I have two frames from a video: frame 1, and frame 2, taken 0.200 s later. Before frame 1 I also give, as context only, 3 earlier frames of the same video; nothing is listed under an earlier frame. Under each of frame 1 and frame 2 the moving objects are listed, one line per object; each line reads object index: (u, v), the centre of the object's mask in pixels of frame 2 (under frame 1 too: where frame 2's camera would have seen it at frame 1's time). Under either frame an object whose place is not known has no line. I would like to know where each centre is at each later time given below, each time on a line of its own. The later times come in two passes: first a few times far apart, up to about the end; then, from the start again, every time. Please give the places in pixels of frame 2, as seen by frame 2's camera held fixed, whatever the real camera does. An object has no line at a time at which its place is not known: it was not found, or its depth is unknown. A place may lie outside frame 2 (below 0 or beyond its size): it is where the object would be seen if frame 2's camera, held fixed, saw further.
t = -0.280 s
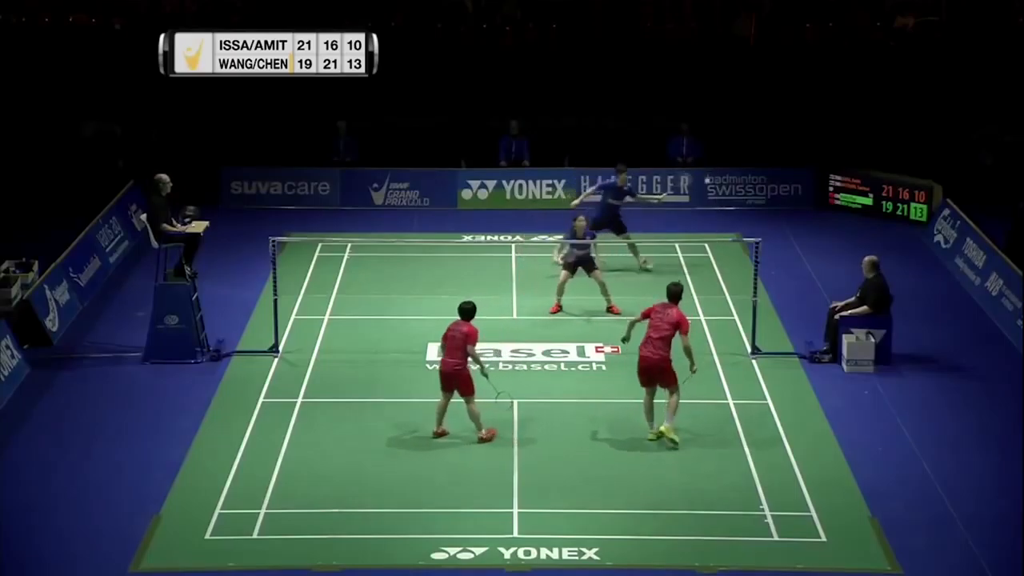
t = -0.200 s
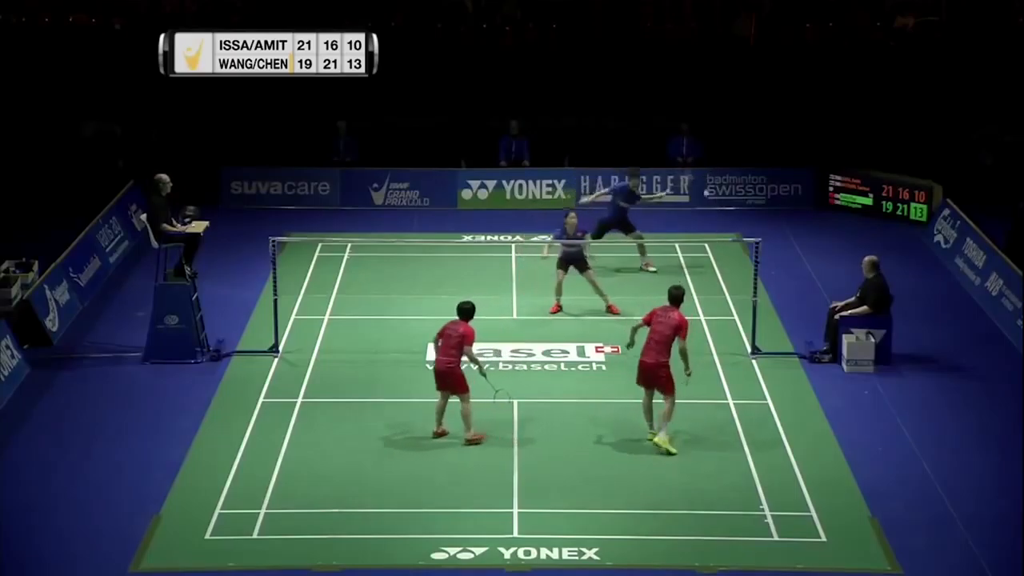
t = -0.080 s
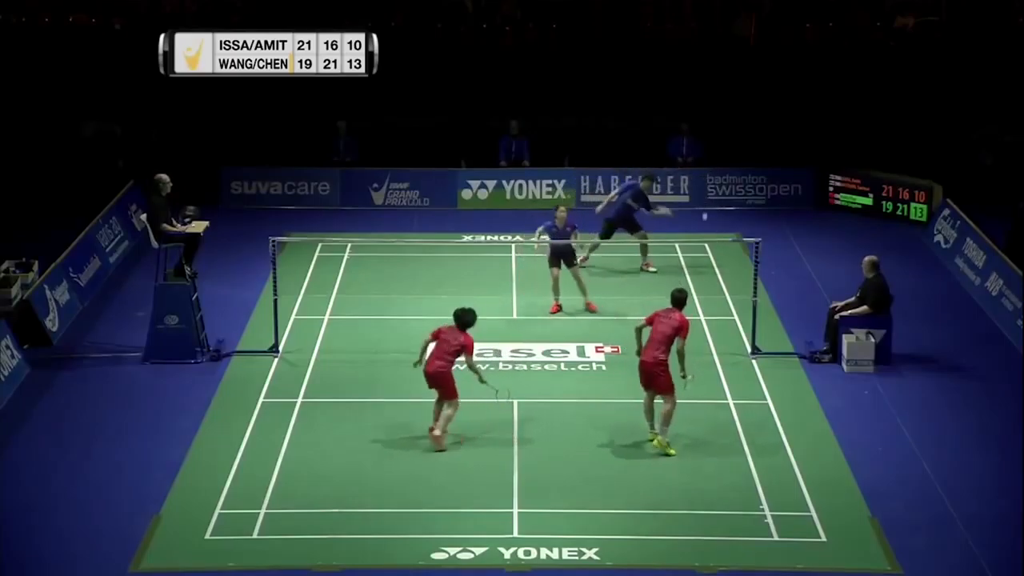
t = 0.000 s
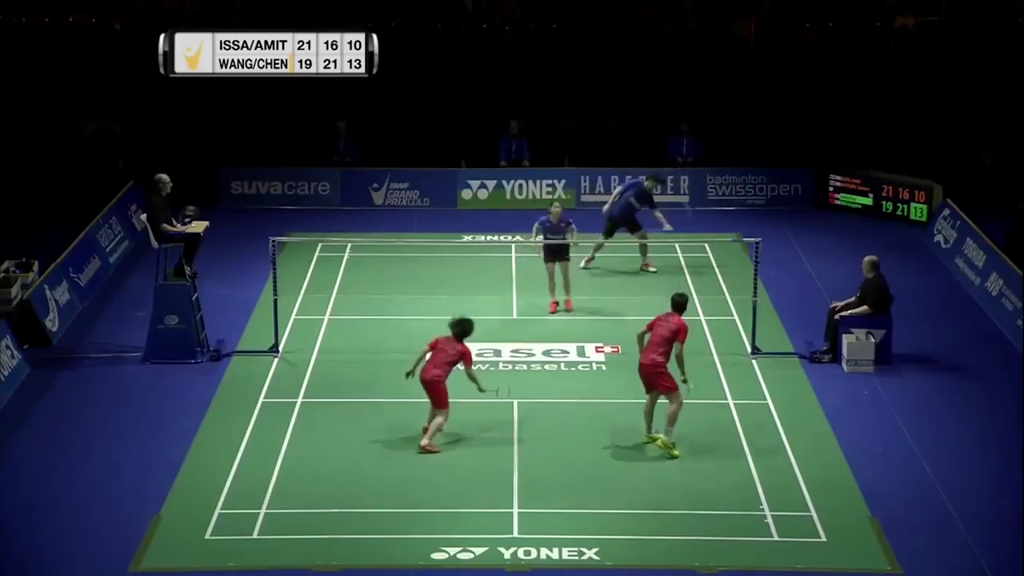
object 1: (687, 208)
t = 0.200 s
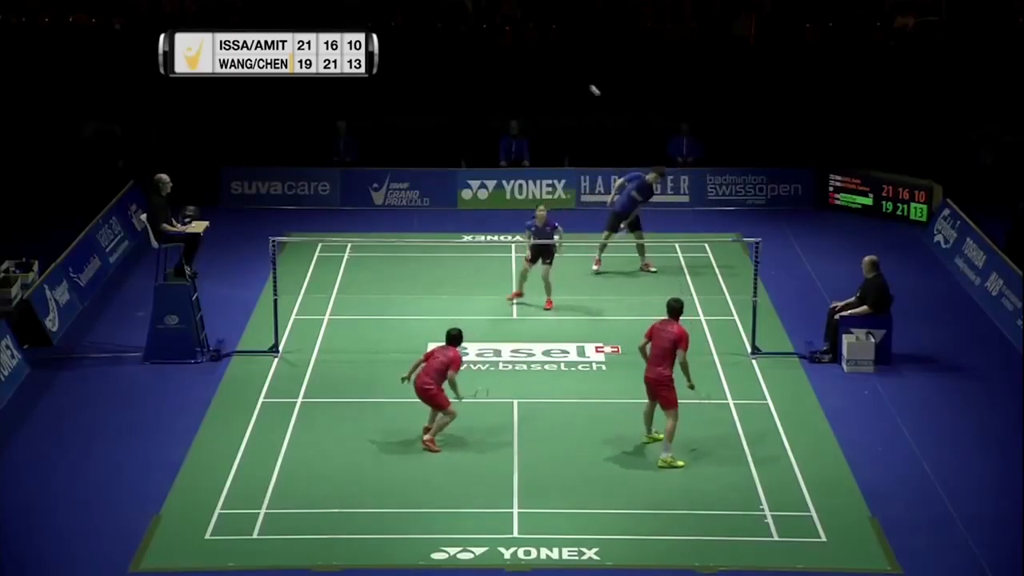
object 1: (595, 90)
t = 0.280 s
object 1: (571, 68)
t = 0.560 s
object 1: (509, 42)
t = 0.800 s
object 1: (465, 75)
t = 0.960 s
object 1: (439, 121)
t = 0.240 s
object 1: (582, 78)
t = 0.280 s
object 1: (571, 68)
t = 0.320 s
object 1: (561, 59)
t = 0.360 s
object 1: (551, 53)
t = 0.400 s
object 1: (542, 48)
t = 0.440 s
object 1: (533, 45)
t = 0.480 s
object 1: (524, 42)
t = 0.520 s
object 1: (517, 41)
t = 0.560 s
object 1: (509, 42)
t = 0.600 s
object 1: (501, 45)
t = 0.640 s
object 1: (493, 48)
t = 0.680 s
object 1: (486, 53)
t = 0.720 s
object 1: (479, 59)
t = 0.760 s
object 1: (472, 66)
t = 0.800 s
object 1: (465, 75)
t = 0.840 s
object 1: (458, 85)
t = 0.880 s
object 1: (452, 96)
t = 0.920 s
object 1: (445, 108)
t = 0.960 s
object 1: (439, 121)
